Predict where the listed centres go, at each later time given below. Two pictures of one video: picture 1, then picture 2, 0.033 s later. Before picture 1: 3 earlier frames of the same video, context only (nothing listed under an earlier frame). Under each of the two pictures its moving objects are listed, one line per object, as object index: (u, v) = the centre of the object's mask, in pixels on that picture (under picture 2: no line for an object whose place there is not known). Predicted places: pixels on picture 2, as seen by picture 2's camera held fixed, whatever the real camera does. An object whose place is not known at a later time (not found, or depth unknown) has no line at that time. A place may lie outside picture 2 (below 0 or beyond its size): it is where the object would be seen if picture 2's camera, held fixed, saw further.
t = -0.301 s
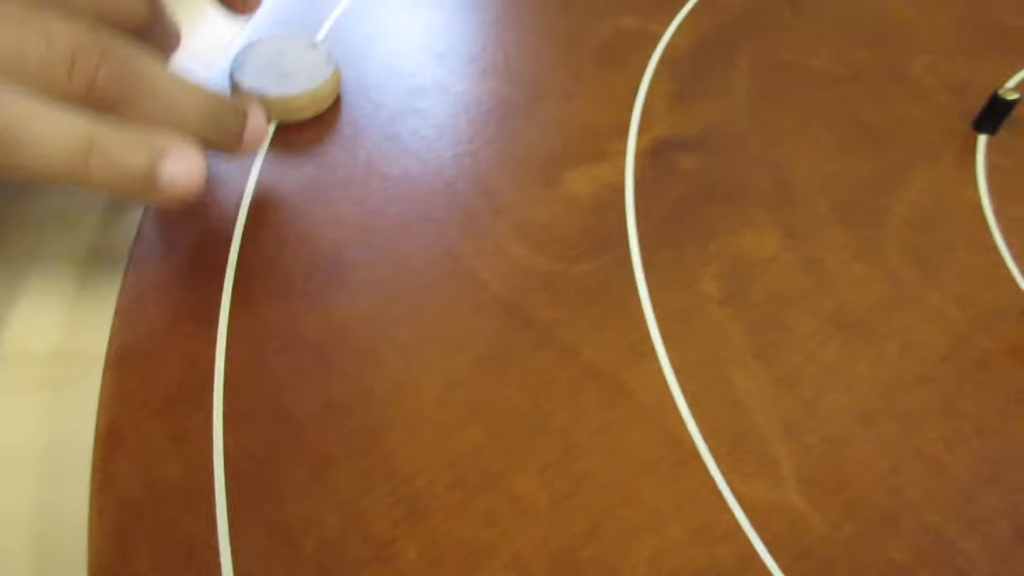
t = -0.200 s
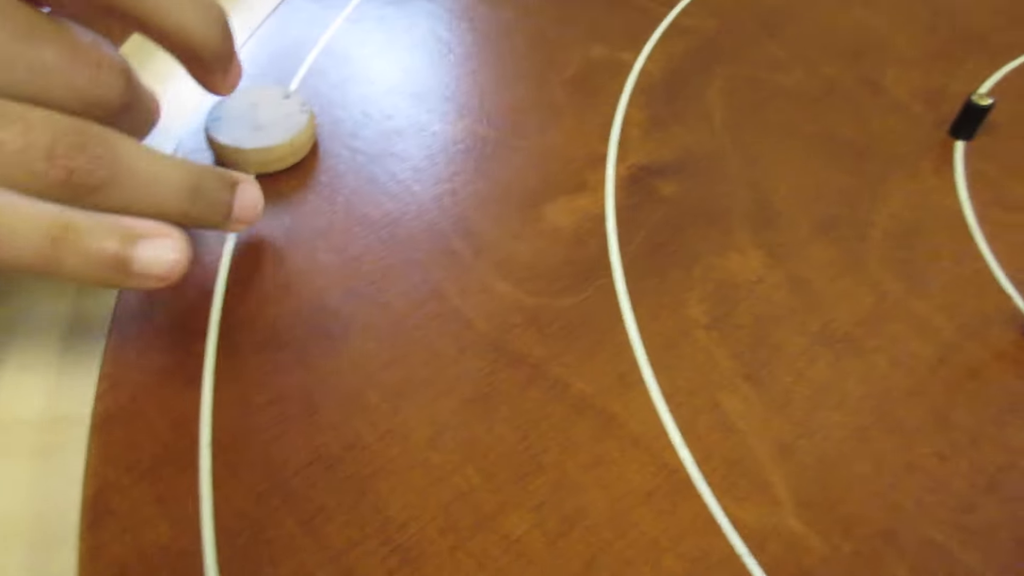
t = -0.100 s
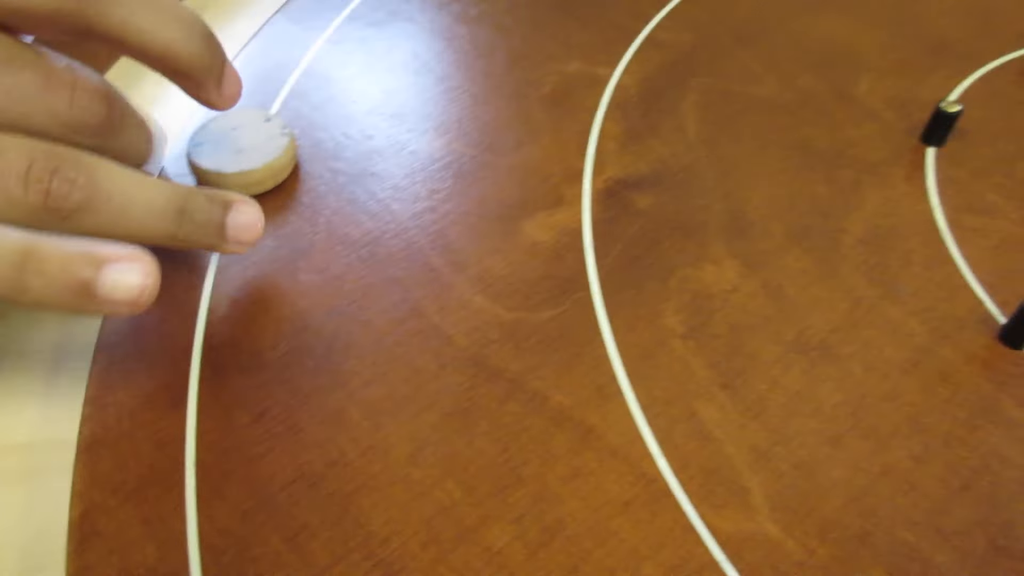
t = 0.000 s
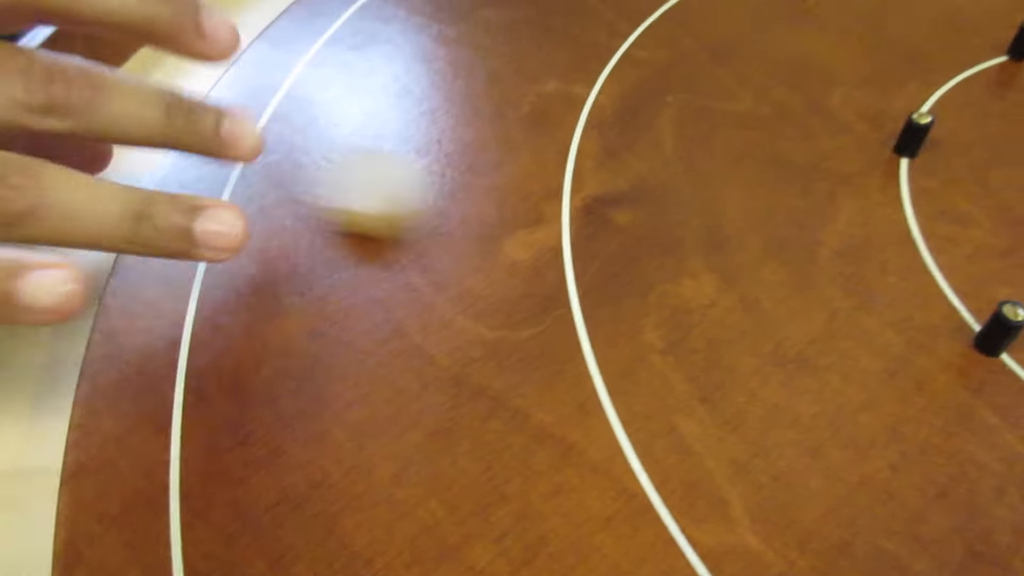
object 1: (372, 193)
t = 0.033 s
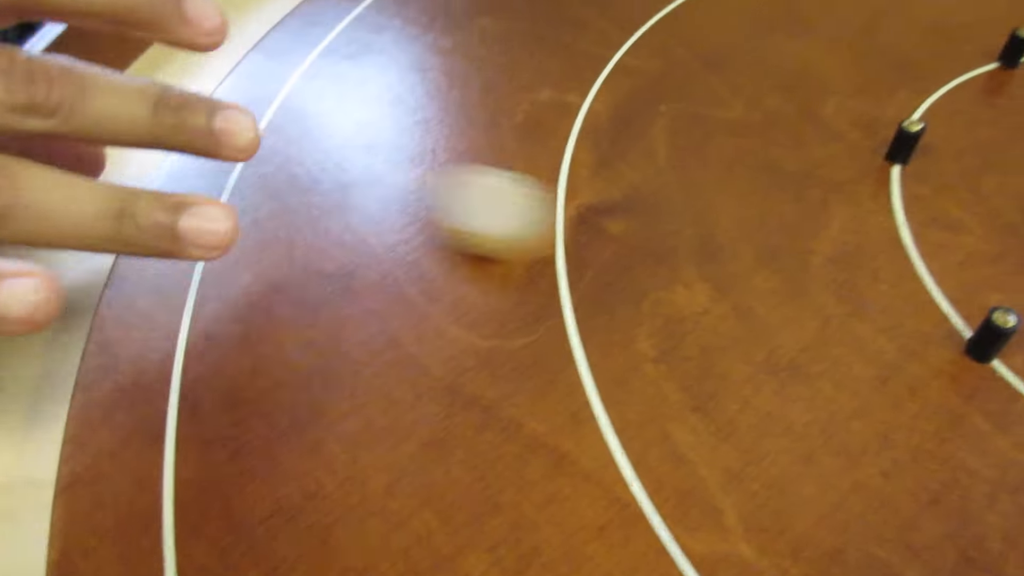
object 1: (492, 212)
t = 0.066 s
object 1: (619, 224)
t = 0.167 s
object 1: (908, 248)
